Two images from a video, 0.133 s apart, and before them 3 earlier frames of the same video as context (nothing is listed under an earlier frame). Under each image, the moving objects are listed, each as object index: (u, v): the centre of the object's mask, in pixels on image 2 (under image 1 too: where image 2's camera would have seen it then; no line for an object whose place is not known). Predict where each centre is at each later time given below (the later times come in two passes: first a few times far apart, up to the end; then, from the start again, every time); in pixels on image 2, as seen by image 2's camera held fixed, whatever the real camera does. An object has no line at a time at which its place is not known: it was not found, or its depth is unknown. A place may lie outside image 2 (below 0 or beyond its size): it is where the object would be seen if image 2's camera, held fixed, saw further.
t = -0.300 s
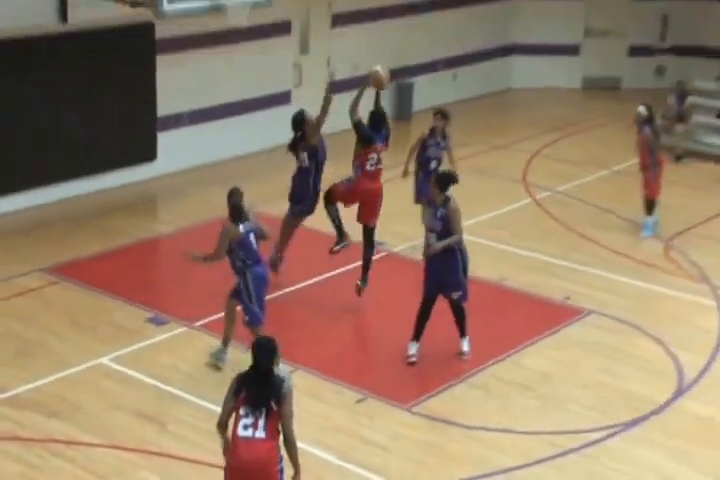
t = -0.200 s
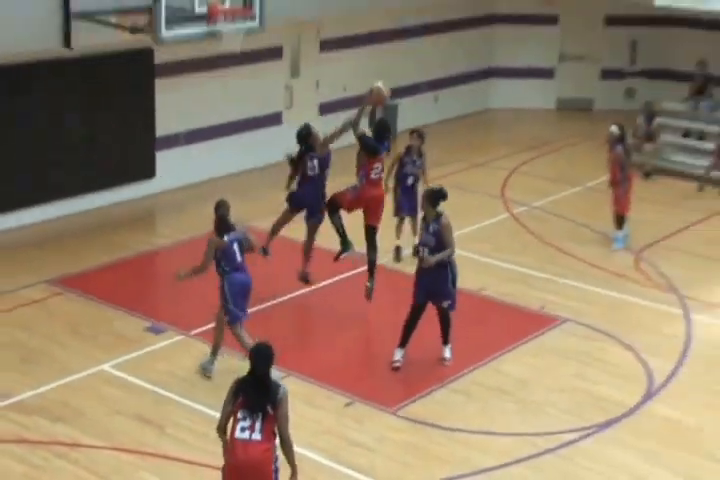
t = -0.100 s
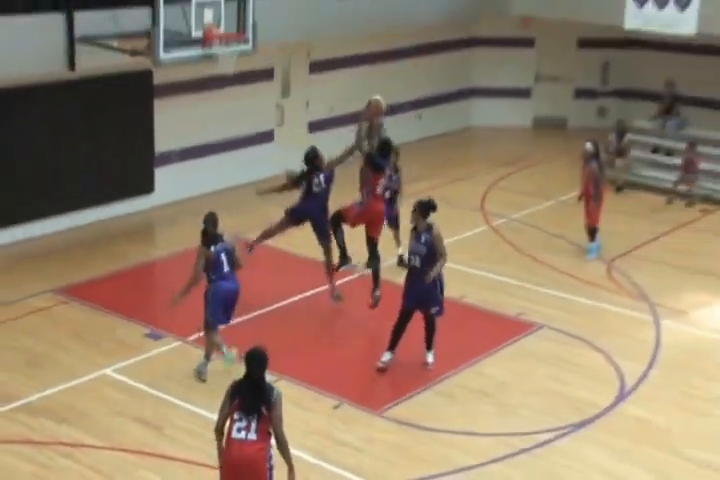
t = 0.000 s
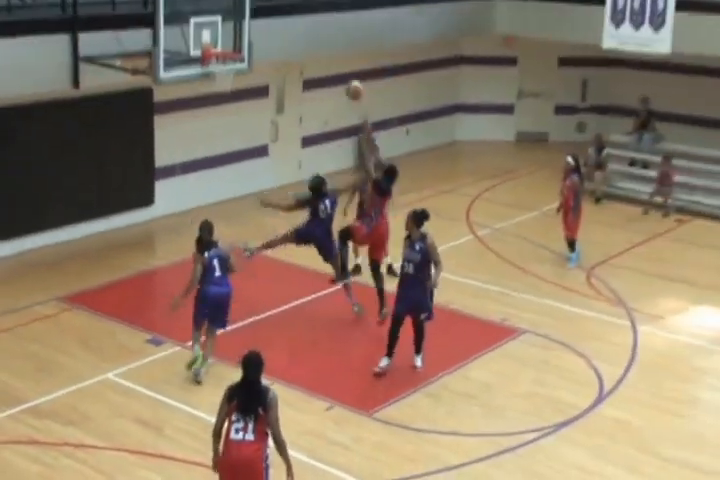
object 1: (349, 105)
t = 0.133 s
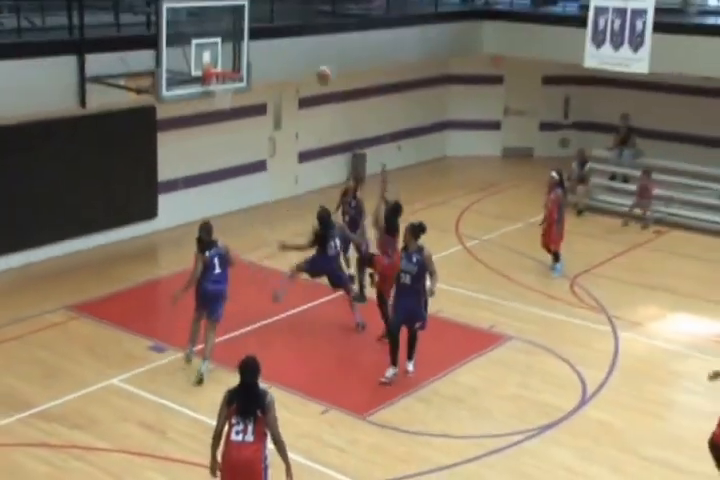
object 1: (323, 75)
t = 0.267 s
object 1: (300, 61)
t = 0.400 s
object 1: (277, 58)
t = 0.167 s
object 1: (318, 70)
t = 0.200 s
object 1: (312, 66)
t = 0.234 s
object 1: (306, 62)
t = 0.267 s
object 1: (300, 61)
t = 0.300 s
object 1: (294, 59)
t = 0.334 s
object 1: (288, 58)
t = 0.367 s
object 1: (283, 58)
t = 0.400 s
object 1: (277, 58)
